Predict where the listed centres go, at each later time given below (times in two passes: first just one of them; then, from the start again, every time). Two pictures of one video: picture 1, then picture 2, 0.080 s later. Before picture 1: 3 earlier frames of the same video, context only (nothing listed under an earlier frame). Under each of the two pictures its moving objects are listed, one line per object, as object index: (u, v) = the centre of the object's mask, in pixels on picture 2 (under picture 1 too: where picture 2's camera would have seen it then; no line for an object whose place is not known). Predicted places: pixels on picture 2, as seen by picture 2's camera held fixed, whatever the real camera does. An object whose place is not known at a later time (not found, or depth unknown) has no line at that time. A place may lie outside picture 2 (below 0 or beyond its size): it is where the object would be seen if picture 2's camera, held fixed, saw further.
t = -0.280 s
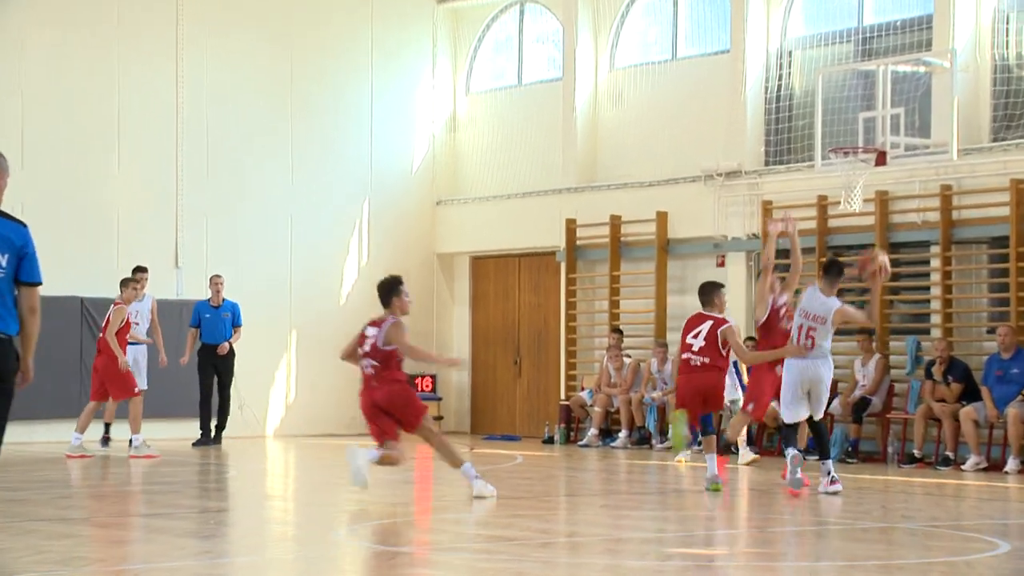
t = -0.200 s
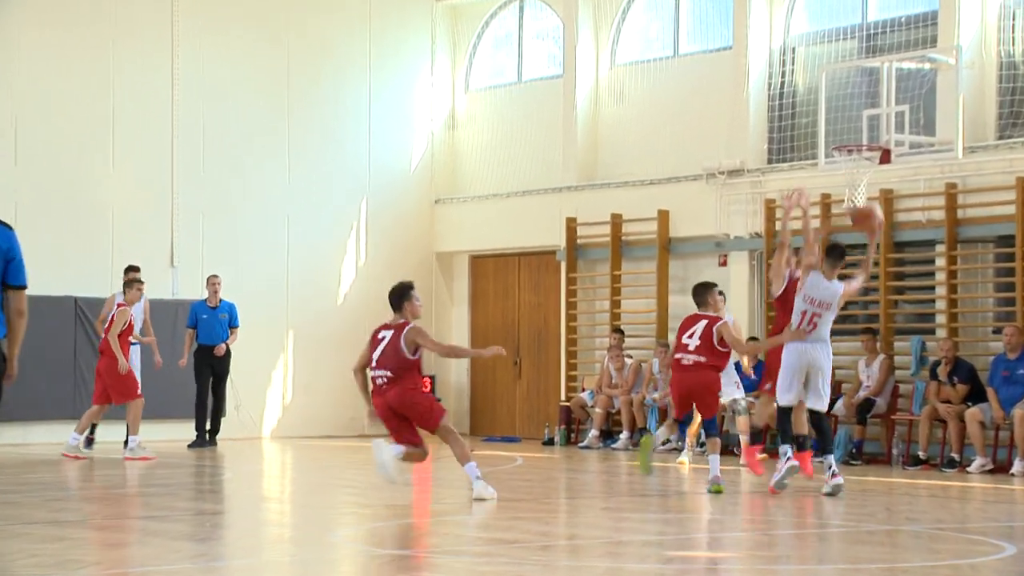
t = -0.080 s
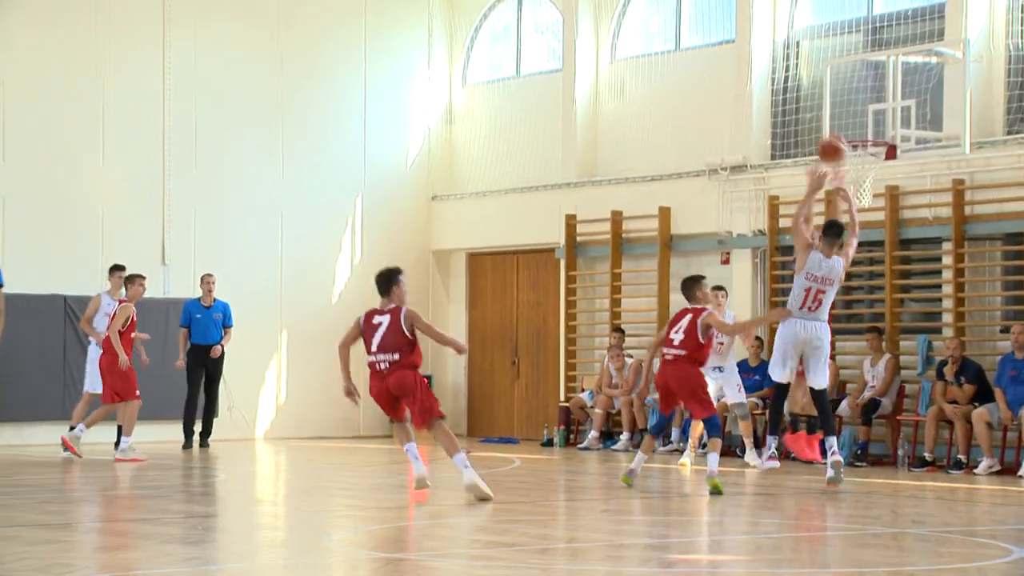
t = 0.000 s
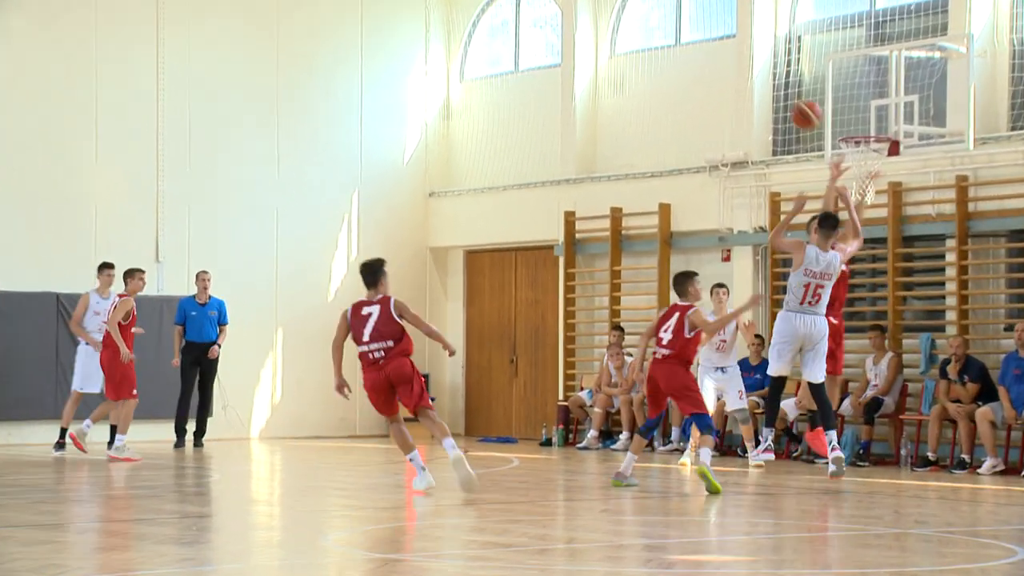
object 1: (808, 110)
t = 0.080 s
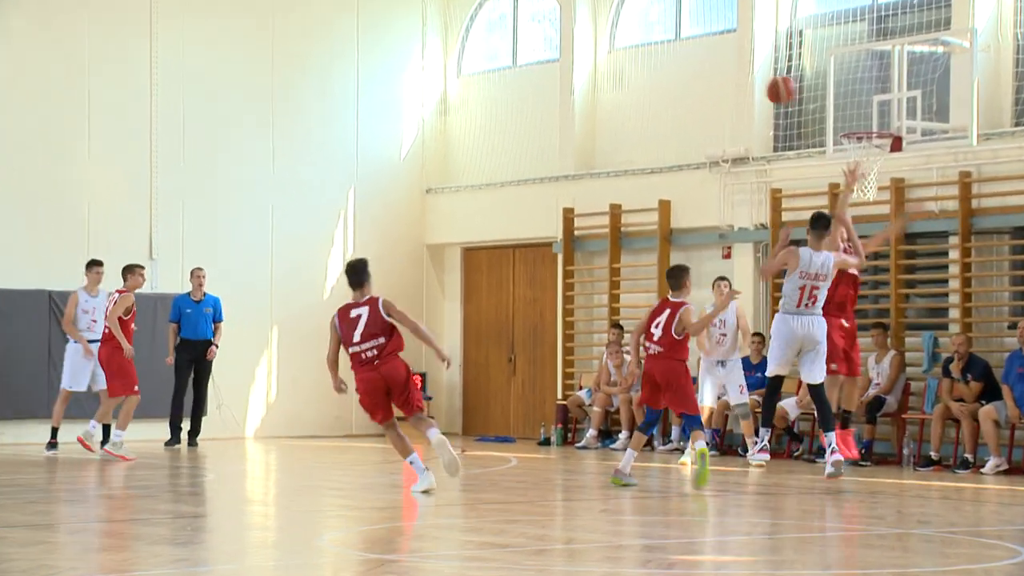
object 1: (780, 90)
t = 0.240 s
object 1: (729, 74)
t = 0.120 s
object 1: (768, 83)
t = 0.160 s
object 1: (753, 78)
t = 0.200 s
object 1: (741, 76)
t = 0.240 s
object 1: (729, 74)
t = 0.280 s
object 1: (718, 74)
